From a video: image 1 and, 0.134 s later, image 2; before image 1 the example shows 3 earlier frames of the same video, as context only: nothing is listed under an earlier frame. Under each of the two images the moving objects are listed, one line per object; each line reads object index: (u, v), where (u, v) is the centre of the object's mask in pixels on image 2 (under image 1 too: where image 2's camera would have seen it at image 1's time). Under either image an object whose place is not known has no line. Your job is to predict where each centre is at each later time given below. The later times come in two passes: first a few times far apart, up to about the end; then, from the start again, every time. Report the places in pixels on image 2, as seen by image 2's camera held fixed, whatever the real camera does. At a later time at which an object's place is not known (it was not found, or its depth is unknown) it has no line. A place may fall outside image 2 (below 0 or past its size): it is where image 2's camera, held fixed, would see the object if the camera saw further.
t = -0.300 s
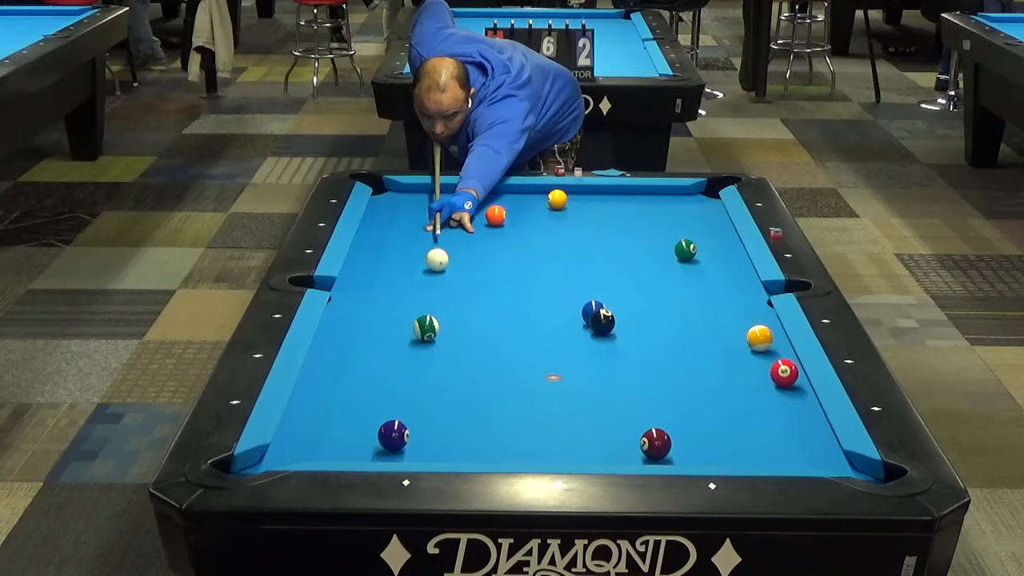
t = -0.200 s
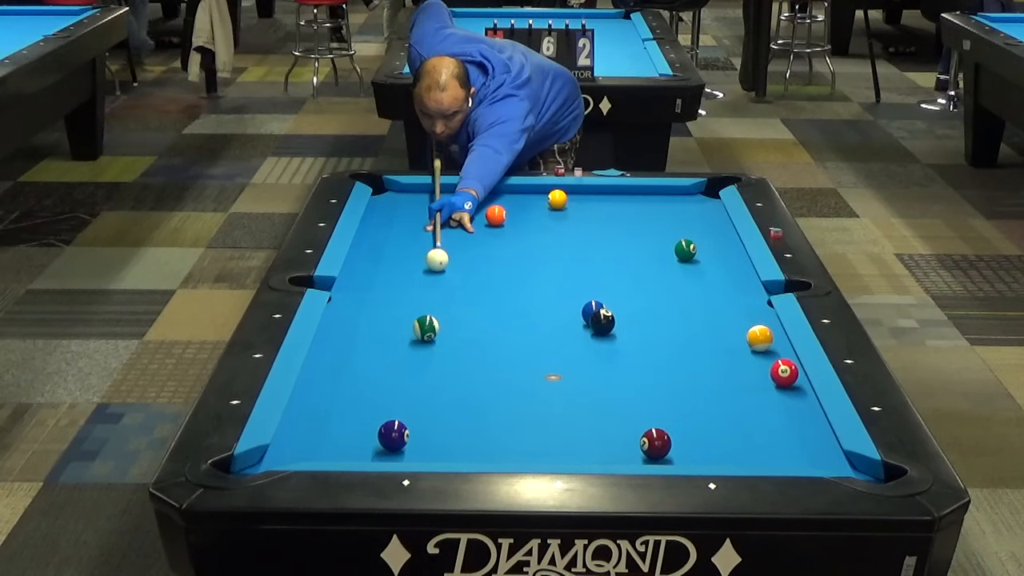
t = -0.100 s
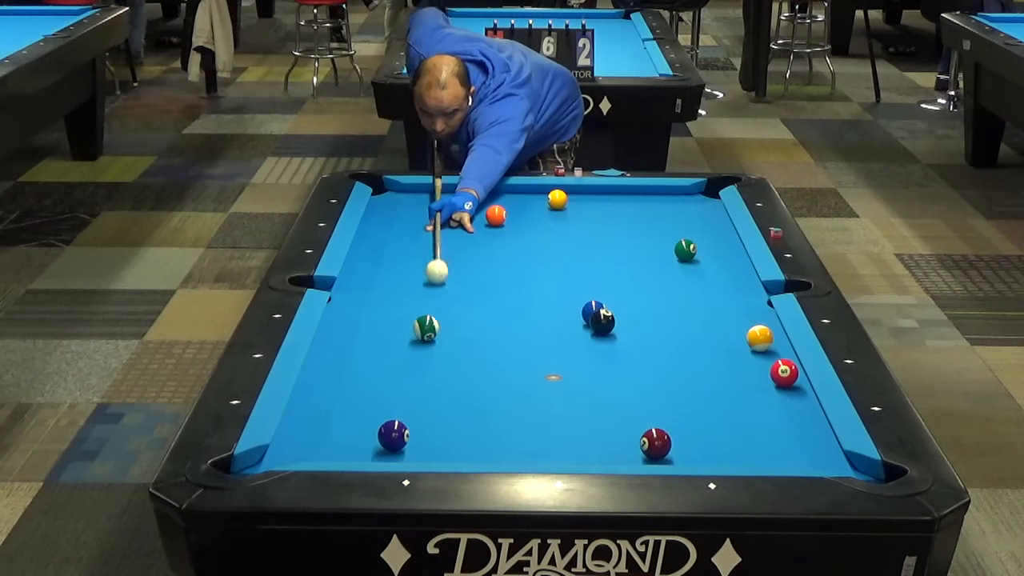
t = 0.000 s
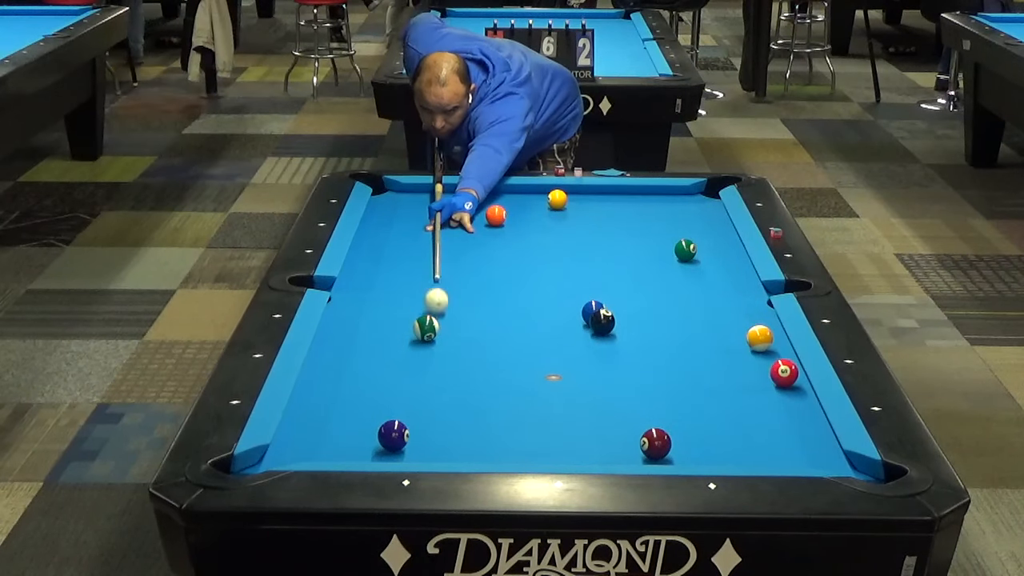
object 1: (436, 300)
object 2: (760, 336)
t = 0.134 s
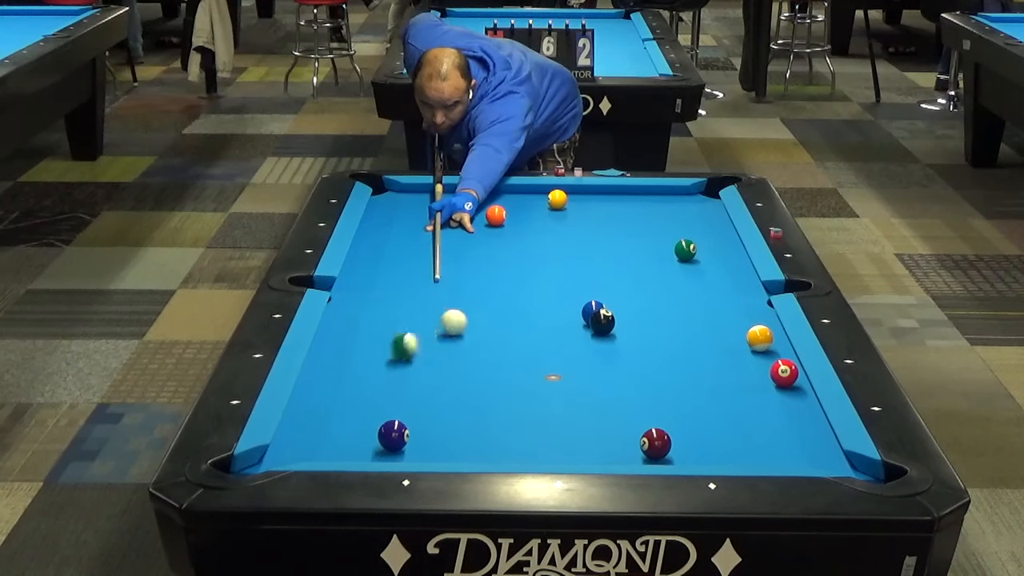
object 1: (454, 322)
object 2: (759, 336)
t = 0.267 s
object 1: (481, 325)
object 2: (759, 336)
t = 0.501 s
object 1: (527, 329)
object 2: (759, 336)
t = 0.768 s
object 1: (578, 333)
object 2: (759, 336)
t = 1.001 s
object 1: (622, 336)
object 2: (759, 336)
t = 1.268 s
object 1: (670, 340)
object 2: (759, 336)
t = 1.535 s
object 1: (716, 343)
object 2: (759, 336)
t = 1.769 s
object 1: (753, 347)
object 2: (763, 333)
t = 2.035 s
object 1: (777, 349)
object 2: (763, 334)
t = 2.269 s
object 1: (761, 352)
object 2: (767, 332)
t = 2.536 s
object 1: (746, 354)
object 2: (769, 334)
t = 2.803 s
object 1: (732, 355)
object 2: (769, 334)
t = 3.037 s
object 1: (722, 355)
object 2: (769, 334)
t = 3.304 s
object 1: (714, 356)
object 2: (769, 334)
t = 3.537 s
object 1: (708, 356)
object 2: (769, 334)
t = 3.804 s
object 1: (704, 357)
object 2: (769, 334)
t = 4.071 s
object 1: (702, 357)
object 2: (769, 334)
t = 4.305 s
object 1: (703, 357)
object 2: (769, 334)
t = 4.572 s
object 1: (703, 357)
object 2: (769, 334)
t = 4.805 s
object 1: (703, 357)
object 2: (769, 334)
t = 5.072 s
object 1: (703, 357)
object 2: (769, 334)
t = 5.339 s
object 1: (703, 357)
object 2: (769, 334)
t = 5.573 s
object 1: (703, 357)
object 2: (769, 334)
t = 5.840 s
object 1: (703, 357)
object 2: (769, 334)
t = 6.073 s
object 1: (703, 357)
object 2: (769, 334)
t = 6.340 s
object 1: (703, 358)
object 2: (769, 334)
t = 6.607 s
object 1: (703, 357)
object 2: (769, 334)
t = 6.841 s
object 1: (703, 358)
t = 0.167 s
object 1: (461, 323)
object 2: (759, 336)
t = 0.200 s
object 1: (468, 323)
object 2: (759, 336)
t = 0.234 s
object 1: (474, 324)
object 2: (759, 336)
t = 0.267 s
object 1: (481, 325)
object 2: (759, 336)
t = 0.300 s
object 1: (487, 325)
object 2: (759, 336)
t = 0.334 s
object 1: (494, 326)
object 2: (759, 336)
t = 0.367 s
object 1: (500, 326)
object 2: (759, 336)
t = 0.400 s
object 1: (507, 327)
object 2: (759, 336)
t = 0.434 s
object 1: (514, 328)
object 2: (759, 336)
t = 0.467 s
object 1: (521, 328)
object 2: (759, 336)
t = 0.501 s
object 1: (527, 329)
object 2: (759, 336)
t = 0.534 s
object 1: (533, 329)
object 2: (759, 336)
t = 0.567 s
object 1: (540, 330)
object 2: (759, 336)
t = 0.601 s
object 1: (547, 330)
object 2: (759, 336)
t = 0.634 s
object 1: (553, 331)
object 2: (759, 336)
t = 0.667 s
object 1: (559, 331)
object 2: (759, 336)
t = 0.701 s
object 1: (565, 332)
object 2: (759, 336)
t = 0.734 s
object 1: (572, 332)
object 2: (759, 336)
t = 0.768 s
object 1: (578, 333)
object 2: (759, 336)
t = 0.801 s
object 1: (585, 333)
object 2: (759, 336)
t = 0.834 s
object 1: (591, 334)
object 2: (759, 336)
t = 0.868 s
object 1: (598, 334)
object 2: (759, 336)
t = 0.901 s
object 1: (603, 335)
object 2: (759, 336)
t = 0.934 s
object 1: (610, 335)
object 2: (759, 336)
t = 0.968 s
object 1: (616, 336)
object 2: (759, 336)
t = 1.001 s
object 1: (622, 336)
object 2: (759, 336)
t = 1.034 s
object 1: (628, 336)
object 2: (759, 336)
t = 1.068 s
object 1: (635, 337)
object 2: (759, 336)
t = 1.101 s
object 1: (640, 338)
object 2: (759, 336)
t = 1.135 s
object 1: (646, 338)
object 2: (759, 336)
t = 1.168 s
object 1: (652, 338)
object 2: (759, 336)
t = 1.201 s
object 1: (658, 339)
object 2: (759, 336)
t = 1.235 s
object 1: (664, 340)
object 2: (759, 336)
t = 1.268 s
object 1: (670, 340)
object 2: (759, 336)
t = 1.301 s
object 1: (676, 340)
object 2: (759, 336)
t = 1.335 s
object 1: (681, 341)
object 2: (759, 336)
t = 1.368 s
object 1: (687, 341)
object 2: (759, 336)
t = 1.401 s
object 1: (693, 342)
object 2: (759, 336)
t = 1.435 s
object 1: (699, 342)
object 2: (759, 336)
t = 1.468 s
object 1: (704, 343)
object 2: (759, 336)
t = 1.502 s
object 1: (710, 343)
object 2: (759, 336)
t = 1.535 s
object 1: (716, 343)
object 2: (759, 336)
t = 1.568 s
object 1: (721, 344)
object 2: (759, 337)
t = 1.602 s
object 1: (727, 344)
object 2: (759, 336)
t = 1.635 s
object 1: (732, 345)
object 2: (759, 336)
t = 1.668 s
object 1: (737, 345)
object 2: (760, 336)
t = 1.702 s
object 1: (743, 346)
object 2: (762, 337)
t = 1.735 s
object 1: (748, 346)
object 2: (763, 335)
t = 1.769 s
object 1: (753, 347)
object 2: (763, 333)
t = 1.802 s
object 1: (758, 347)
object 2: (762, 332)
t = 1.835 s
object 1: (763, 348)
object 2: (761, 331)
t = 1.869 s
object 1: (767, 349)
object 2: (760, 332)
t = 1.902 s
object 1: (771, 349)
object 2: (760, 333)
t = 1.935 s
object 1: (776, 349)
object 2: (761, 335)
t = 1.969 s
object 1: (780, 349)
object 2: (762, 336)
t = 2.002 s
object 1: (778, 349)
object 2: (762, 335)
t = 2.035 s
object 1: (777, 349)
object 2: (763, 334)
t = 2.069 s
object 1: (774, 350)
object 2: (763, 333)
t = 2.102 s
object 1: (771, 351)
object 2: (764, 333)
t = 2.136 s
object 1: (769, 351)
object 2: (765, 332)
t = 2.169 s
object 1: (767, 351)
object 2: (766, 332)
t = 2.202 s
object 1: (765, 352)
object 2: (767, 332)
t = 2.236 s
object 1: (763, 352)
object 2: (767, 332)
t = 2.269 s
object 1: (761, 352)
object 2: (767, 332)
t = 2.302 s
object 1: (759, 353)
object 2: (768, 332)
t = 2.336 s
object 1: (757, 353)
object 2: (768, 333)
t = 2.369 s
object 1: (755, 353)
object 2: (768, 333)
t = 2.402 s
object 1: (753, 353)
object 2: (768, 333)
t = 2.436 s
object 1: (751, 353)
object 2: (768, 334)
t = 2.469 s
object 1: (749, 353)
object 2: (768, 334)
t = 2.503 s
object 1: (747, 354)
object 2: (769, 334)
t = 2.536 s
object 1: (746, 354)
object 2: (769, 334)
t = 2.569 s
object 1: (744, 354)
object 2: (769, 334)
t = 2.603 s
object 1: (742, 354)
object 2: (769, 334)
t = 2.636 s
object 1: (740, 354)
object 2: (769, 334)
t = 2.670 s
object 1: (738, 354)
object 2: (769, 334)
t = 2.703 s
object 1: (737, 354)
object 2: (769, 334)
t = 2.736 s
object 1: (735, 354)
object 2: (769, 334)
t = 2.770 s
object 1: (734, 354)
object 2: (769, 334)
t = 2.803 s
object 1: (732, 355)
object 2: (769, 334)
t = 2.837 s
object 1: (731, 355)
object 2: (769, 334)
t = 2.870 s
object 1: (729, 355)
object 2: (769, 334)
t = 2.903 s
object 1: (728, 355)
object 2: (769, 334)
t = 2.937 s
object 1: (726, 355)
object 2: (769, 334)
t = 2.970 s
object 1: (725, 355)
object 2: (769, 334)
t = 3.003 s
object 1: (724, 355)
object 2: (769, 334)
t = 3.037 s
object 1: (722, 355)
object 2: (769, 334)
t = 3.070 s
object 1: (721, 355)
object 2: (769, 334)
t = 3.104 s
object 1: (720, 356)
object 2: (769, 334)
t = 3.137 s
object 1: (719, 356)
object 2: (769, 334)
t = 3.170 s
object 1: (718, 356)
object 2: (769, 334)
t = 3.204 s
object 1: (717, 356)
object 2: (769, 334)
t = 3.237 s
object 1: (716, 356)
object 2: (769, 334)
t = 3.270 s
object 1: (715, 356)
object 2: (769, 334)
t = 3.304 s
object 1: (714, 356)
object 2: (769, 334)
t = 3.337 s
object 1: (713, 356)
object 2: (769, 334)
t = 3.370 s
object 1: (712, 356)
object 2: (769, 334)
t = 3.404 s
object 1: (711, 356)
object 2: (769, 334)
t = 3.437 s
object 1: (710, 356)
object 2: (769, 334)
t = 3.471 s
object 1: (709, 356)
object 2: (769, 334)
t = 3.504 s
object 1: (709, 356)
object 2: (769, 334)
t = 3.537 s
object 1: (708, 356)
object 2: (769, 334)
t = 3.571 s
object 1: (707, 357)
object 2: (769, 334)
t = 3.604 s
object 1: (707, 357)
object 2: (769, 334)
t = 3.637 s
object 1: (706, 357)
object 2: (769, 334)
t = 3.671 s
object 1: (706, 357)
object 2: (769, 334)
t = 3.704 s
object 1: (706, 357)
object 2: (769, 334)
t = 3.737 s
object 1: (705, 357)
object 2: (769, 334)
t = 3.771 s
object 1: (705, 357)
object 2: (769, 334)
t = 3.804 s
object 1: (704, 357)
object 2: (769, 334)
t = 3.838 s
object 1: (704, 357)
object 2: (769, 334)
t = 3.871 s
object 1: (704, 357)
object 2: (769, 334)
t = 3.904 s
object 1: (703, 357)
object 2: (769, 334)
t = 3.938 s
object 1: (703, 357)
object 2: (769, 334)
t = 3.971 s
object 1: (703, 357)
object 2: (769, 334)
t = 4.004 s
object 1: (702, 357)
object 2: (769, 334)
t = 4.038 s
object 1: (702, 357)
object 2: (769, 334)
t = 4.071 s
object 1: (702, 357)
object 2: (769, 334)
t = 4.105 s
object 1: (702, 357)
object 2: (769, 334)
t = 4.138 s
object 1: (702, 357)
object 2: (769, 334)
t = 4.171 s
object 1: (702, 357)
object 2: (769, 334)
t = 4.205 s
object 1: (702, 357)
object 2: (769, 334)
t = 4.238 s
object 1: (703, 357)
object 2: (769, 334)
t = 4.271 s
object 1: (703, 357)
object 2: (769, 334)
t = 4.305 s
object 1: (703, 357)
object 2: (769, 334)
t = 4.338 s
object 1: (703, 357)
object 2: (769, 334)
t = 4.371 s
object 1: (703, 357)
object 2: (769, 334)
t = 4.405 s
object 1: (703, 357)
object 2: (769, 334)
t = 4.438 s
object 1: (703, 357)
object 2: (769, 334)
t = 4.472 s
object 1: (703, 357)
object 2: (769, 334)
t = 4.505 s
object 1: (703, 357)
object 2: (769, 334)
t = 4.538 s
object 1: (703, 357)
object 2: (769, 334)
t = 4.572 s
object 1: (703, 357)
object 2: (769, 334)
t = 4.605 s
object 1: (703, 357)
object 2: (769, 334)
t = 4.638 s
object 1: (703, 357)
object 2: (769, 334)
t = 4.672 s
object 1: (703, 357)
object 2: (769, 334)
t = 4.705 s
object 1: (703, 357)
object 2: (769, 334)
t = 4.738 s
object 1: (703, 357)
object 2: (769, 334)
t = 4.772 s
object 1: (703, 357)
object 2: (769, 334)
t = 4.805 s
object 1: (703, 357)
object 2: (769, 334)
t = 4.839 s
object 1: (703, 357)
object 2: (769, 334)
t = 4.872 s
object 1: (703, 357)
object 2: (769, 334)
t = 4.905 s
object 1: (703, 357)
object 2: (769, 334)
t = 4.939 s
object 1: (703, 357)
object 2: (769, 334)
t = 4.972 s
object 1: (703, 357)
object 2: (769, 334)
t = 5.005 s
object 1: (703, 357)
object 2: (769, 334)
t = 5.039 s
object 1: (703, 357)
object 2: (769, 334)
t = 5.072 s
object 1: (703, 357)
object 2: (769, 334)
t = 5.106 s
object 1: (703, 357)
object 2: (769, 334)
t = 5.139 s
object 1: (703, 357)
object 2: (769, 334)
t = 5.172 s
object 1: (703, 357)
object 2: (769, 334)
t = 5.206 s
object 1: (703, 357)
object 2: (769, 334)
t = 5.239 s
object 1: (703, 357)
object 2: (769, 334)
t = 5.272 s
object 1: (703, 357)
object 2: (769, 334)
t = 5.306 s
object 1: (703, 357)
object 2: (769, 334)
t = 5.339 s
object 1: (703, 357)
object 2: (769, 334)
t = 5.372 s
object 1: (703, 357)
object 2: (769, 334)
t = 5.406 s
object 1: (703, 357)
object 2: (769, 334)
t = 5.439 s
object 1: (703, 357)
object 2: (769, 334)
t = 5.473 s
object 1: (703, 357)
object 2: (769, 334)
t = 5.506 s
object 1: (703, 357)
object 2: (769, 334)
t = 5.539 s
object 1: (703, 357)
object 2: (769, 334)
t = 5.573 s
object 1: (703, 357)
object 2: (769, 334)
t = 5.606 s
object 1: (703, 357)
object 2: (769, 334)
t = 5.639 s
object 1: (703, 357)
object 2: (769, 334)
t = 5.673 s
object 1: (703, 357)
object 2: (769, 334)
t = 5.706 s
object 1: (703, 357)
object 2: (769, 334)
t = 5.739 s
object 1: (703, 357)
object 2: (769, 334)
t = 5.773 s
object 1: (703, 357)
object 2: (769, 334)
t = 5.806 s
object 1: (703, 357)
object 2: (769, 334)
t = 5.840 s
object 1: (703, 357)
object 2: (769, 334)
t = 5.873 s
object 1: (703, 357)
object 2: (769, 334)
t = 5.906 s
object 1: (703, 357)
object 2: (769, 334)
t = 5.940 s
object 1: (703, 357)
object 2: (769, 334)
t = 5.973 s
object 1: (703, 357)
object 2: (769, 334)
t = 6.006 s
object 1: (703, 357)
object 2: (769, 334)
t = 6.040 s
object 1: (703, 357)
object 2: (769, 334)
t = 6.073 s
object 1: (703, 357)
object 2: (769, 334)
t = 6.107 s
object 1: (703, 357)
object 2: (769, 334)
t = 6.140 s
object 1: (703, 358)
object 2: (769, 334)
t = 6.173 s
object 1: (703, 357)
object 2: (769, 334)
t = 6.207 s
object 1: (703, 358)
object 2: (769, 334)
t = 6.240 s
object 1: (703, 357)
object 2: (769, 334)
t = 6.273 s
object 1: (703, 357)
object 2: (769, 334)
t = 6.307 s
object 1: (703, 358)
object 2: (769, 334)
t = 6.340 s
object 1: (703, 358)
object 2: (769, 334)
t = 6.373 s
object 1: (703, 357)
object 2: (769, 334)
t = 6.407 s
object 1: (703, 357)
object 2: (769, 334)
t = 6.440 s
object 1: (703, 357)
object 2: (769, 334)
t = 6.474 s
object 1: (703, 357)
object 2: (769, 334)
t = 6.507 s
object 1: (703, 357)
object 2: (769, 334)
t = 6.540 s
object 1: (703, 357)
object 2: (769, 334)
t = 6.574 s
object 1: (703, 357)
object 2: (769, 334)
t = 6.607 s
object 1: (703, 357)
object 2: (769, 334)
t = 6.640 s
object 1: (703, 357)
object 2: (769, 334)
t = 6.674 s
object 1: (703, 357)
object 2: (769, 334)
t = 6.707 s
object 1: (703, 358)
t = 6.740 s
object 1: (703, 358)
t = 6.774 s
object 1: (703, 358)
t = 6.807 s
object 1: (703, 358)
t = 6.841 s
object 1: (703, 358)
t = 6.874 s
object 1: (703, 357)
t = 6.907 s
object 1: (703, 357)
